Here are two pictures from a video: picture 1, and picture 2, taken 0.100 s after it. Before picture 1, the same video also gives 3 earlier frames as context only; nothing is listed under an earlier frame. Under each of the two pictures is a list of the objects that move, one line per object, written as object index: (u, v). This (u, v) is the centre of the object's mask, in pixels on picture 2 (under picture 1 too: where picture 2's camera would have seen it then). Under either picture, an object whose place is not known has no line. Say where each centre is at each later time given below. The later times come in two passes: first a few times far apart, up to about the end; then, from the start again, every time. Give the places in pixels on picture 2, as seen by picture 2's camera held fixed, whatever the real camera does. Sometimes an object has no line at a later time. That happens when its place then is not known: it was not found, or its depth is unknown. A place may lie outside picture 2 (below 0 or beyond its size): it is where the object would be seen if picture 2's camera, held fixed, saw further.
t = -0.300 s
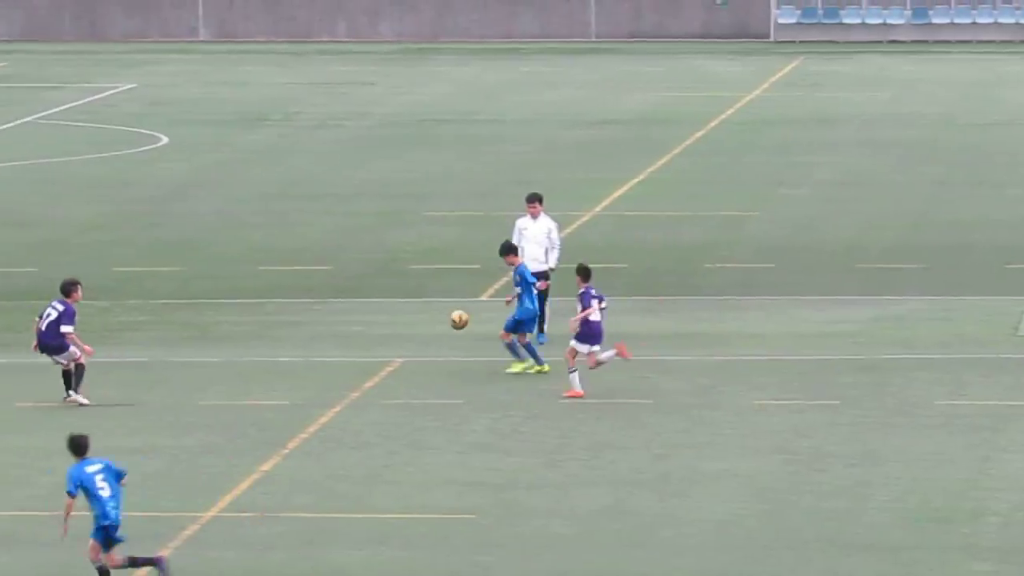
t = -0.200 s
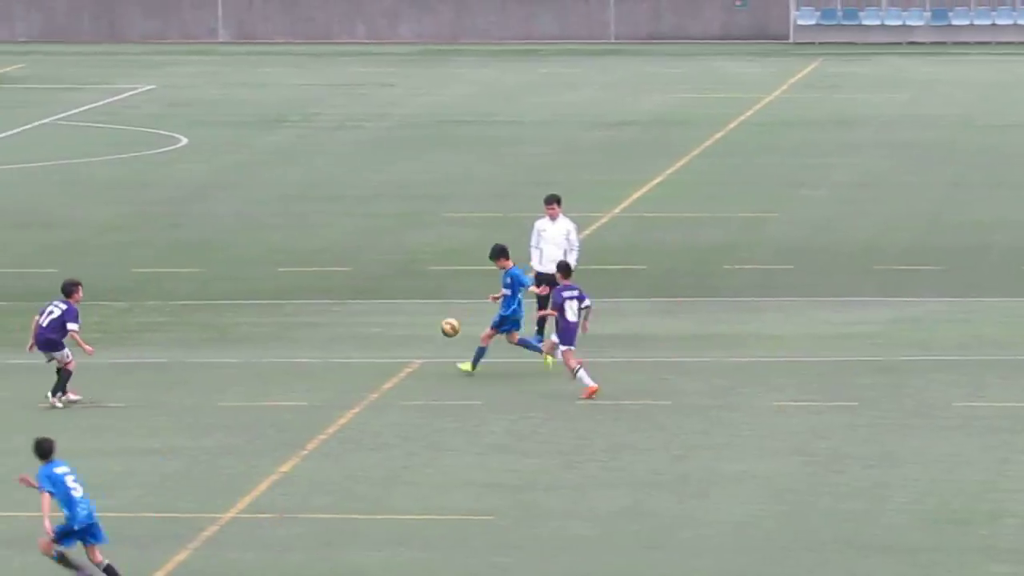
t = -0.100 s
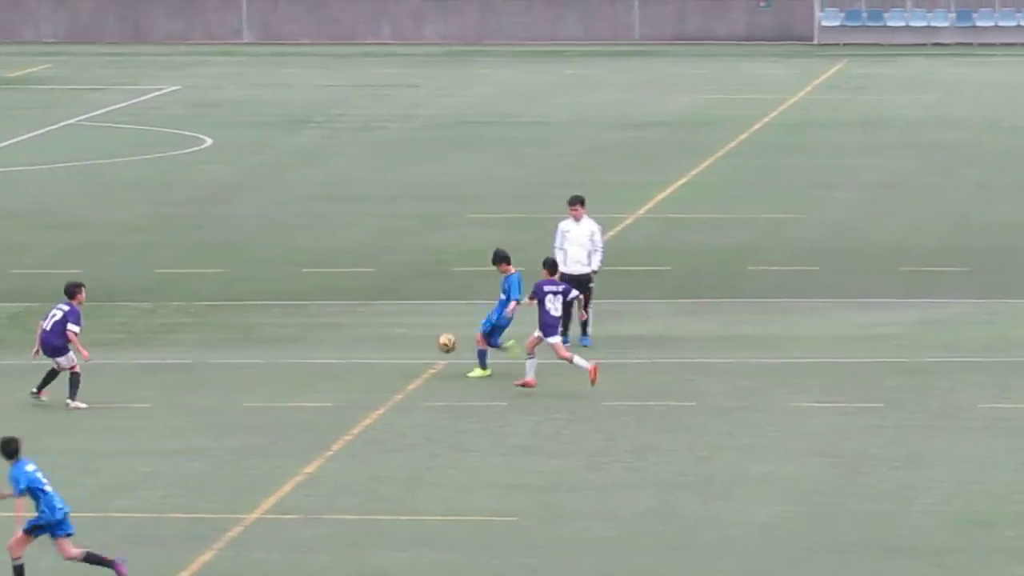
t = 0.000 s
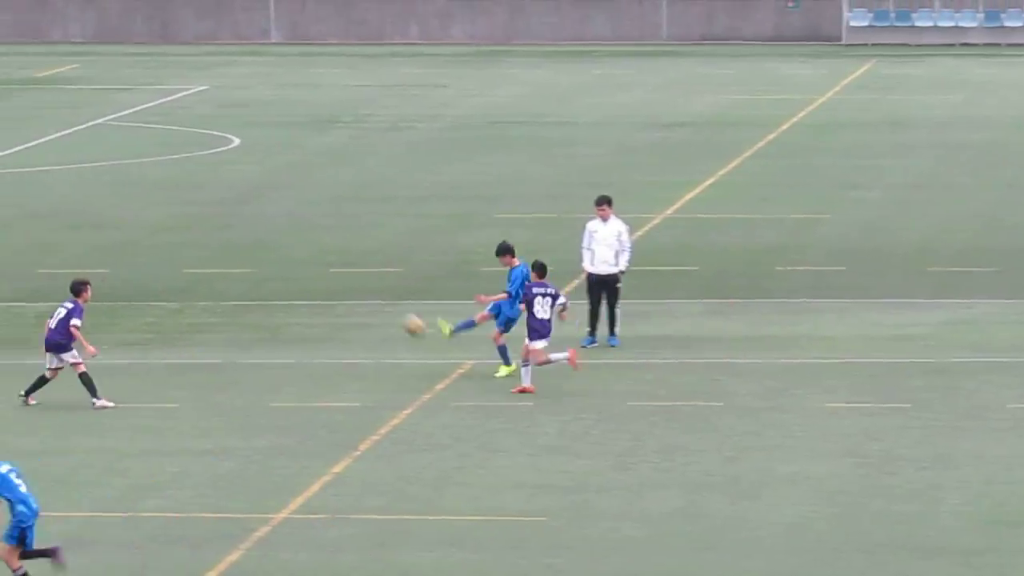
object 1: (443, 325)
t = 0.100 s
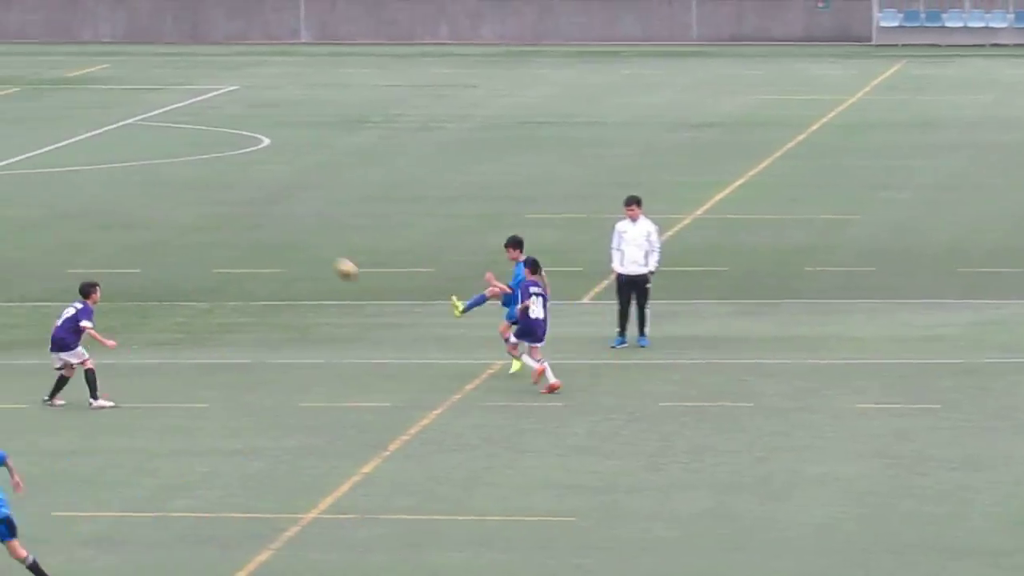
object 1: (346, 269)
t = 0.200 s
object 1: (248, 221)
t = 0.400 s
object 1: (54, 154)
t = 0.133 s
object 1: (313, 252)
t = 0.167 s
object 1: (281, 237)
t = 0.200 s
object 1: (248, 221)
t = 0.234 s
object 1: (216, 208)
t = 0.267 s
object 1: (185, 196)
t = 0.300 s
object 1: (153, 183)
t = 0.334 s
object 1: (121, 173)
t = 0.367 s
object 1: (88, 163)
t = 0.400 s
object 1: (54, 154)
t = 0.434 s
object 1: (22, 145)
